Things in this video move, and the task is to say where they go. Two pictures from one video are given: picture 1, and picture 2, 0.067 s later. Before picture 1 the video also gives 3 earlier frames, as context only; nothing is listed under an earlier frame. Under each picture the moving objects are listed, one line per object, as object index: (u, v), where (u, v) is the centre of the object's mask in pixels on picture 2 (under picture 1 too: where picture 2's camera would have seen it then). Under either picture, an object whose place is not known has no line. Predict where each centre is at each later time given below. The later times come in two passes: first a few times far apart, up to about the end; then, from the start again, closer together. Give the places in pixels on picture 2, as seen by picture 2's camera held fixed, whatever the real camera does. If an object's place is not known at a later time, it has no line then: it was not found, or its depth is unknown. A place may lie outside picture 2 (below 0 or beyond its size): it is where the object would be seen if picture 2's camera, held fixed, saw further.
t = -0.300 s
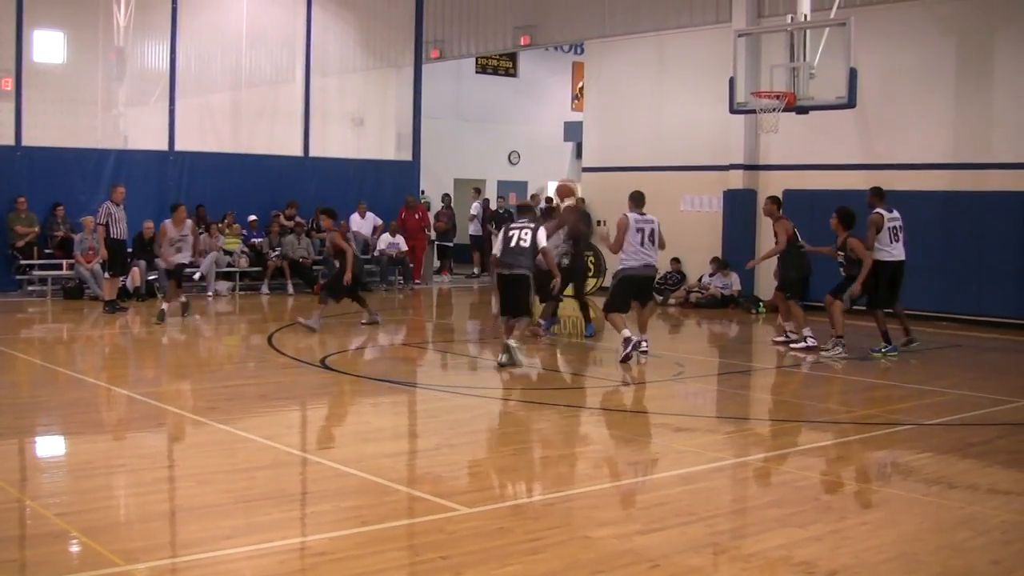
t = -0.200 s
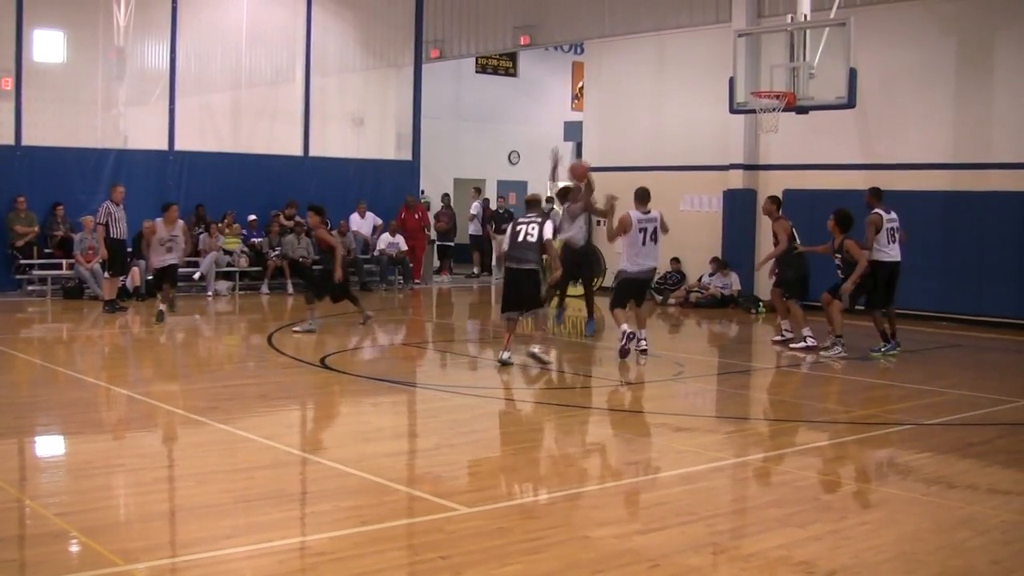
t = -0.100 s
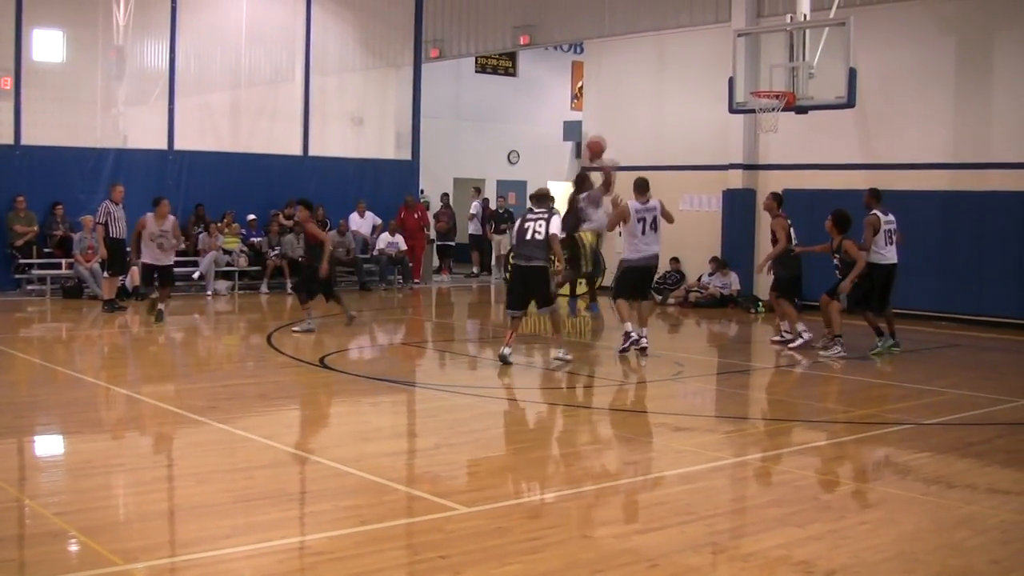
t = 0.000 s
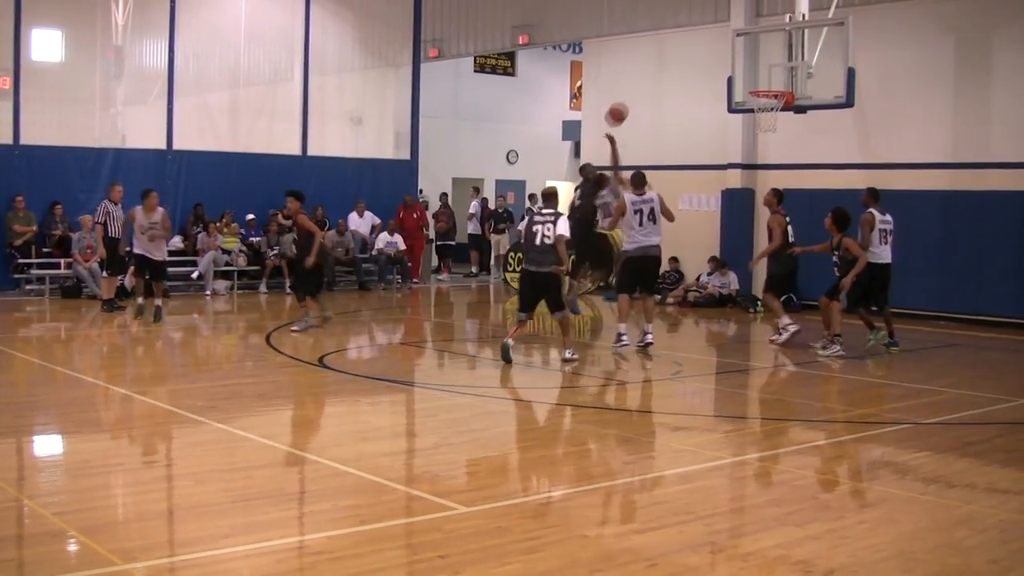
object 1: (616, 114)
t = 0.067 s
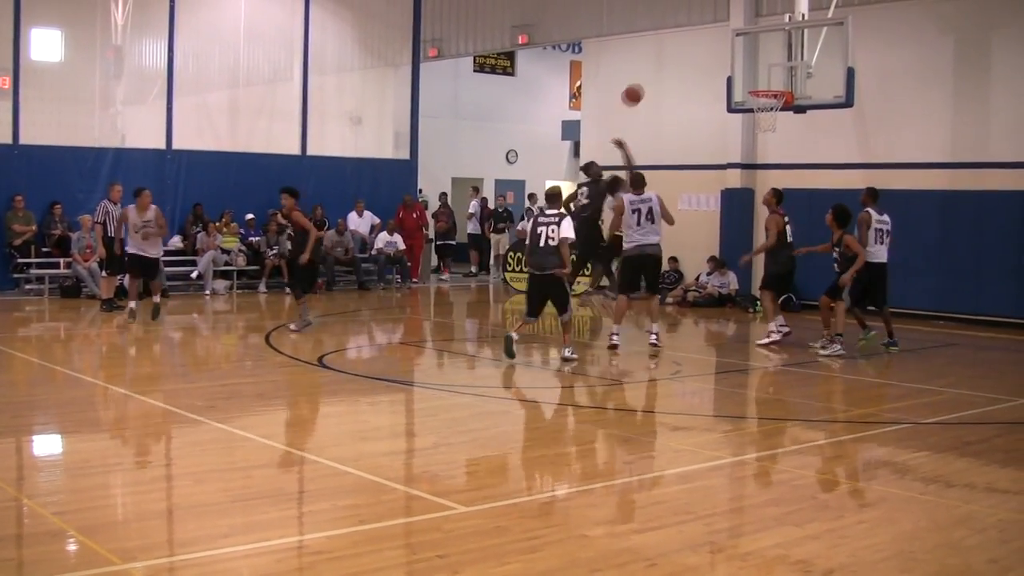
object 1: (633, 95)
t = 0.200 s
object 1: (665, 67)
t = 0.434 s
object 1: (720, 54)
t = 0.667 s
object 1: (770, 82)
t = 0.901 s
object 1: (746, 105)
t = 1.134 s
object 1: (752, 118)
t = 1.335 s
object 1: (769, 155)
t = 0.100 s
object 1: (641, 86)
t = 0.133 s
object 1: (649, 79)
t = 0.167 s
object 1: (657, 73)
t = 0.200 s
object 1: (665, 67)
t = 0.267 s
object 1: (681, 59)
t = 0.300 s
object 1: (689, 56)
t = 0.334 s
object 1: (697, 54)
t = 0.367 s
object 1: (704, 53)
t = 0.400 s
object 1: (712, 53)
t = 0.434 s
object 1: (720, 54)
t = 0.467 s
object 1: (727, 56)
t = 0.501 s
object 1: (735, 58)
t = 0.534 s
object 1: (742, 62)
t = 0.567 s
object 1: (749, 66)
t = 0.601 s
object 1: (756, 71)
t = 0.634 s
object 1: (764, 77)
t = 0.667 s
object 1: (770, 82)
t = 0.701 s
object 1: (776, 87)
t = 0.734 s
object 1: (769, 92)
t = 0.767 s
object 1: (760, 97)
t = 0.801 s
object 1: (753, 103)
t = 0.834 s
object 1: (749, 105)
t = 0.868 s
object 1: (746, 105)
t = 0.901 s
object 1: (746, 105)
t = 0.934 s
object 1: (746, 105)
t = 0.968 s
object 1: (746, 105)
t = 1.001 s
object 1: (746, 106)
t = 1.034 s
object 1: (747, 108)
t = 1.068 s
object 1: (748, 110)
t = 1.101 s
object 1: (750, 112)
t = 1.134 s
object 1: (752, 118)
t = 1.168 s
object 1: (754, 123)
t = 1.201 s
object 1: (758, 127)
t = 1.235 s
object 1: (761, 134)
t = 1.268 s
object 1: (764, 140)
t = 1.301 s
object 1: (767, 147)
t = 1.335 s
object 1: (769, 155)
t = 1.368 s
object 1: (773, 164)
